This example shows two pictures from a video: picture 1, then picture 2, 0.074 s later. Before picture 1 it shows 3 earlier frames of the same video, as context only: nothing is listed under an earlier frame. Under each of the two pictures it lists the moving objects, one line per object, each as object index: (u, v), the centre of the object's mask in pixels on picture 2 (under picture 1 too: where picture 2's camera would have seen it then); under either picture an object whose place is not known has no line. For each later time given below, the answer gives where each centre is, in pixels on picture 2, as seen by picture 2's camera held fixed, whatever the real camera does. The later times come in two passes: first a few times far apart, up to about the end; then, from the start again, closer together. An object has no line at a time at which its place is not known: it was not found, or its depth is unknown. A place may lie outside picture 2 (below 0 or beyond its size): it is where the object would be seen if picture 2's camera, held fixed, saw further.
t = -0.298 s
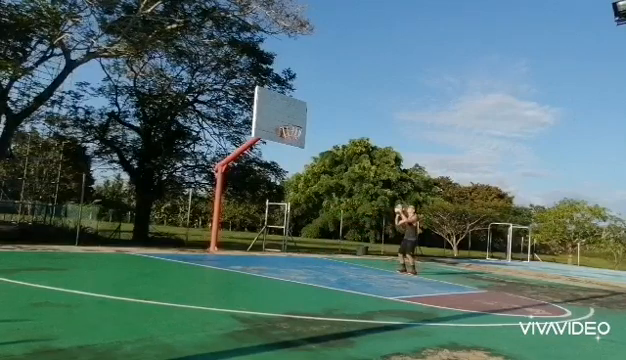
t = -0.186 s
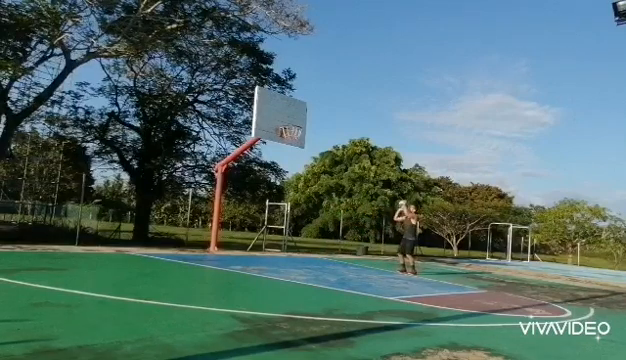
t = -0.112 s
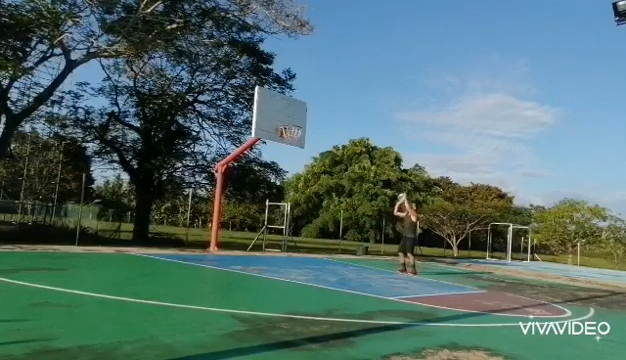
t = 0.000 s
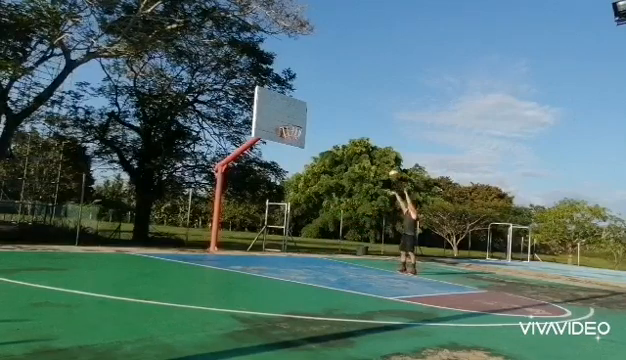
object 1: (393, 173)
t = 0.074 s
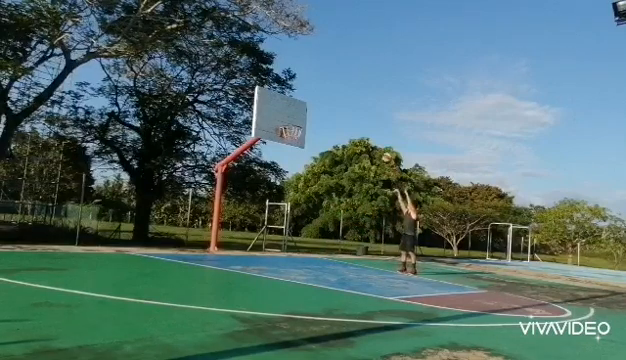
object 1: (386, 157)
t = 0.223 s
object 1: (372, 132)
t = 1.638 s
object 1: (230, 246)
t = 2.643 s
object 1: (247, 212)
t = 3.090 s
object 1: (251, 220)
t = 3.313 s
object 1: (253, 209)
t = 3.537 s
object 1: (254, 219)
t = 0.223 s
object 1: (372, 132)
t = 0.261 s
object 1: (368, 127)
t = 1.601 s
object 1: (234, 235)
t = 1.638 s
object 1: (230, 246)
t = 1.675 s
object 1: (229, 249)
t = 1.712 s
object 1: (228, 241)
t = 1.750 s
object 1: (231, 232)
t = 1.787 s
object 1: (233, 225)
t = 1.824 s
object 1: (233, 218)
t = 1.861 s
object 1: (235, 211)
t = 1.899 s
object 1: (236, 206)
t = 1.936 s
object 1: (238, 201)
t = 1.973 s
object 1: (239, 196)
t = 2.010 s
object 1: (240, 192)
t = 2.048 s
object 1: (241, 189)
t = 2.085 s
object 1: (242, 186)
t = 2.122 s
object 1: (242, 184)
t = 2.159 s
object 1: (243, 183)
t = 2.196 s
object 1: (244, 182)
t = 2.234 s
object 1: (244, 181)
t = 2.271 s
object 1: (245, 181)
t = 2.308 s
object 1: (245, 182)
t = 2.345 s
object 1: (246, 183)
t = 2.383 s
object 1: (246, 185)
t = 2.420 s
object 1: (247, 187)
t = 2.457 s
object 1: (246, 190)
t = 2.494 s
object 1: (247, 193)
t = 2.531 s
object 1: (247, 197)
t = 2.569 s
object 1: (247, 202)
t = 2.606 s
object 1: (247, 206)
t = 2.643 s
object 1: (247, 212)
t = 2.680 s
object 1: (247, 219)
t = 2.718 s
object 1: (247, 225)
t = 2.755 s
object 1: (247, 232)
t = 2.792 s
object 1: (246, 240)
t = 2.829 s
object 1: (246, 248)
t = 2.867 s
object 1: (246, 249)
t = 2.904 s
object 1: (247, 243)
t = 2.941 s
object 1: (247, 237)
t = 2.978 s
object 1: (248, 232)
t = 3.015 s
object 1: (249, 227)
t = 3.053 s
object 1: (250, 223)
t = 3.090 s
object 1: (251, 220)
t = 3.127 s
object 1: (251, 217)
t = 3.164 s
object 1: (251, 214)
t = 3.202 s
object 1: (252, 211)
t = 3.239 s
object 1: (252, 210)
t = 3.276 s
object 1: (253, 209)
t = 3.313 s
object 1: (253, 209)
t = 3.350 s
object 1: (253, 210)
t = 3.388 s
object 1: (253, 210)
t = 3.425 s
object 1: (254, 211)
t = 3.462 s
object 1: (254, 213)
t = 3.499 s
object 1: (254, 216)
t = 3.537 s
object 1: (254, 219)
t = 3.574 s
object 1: (254, 222)
